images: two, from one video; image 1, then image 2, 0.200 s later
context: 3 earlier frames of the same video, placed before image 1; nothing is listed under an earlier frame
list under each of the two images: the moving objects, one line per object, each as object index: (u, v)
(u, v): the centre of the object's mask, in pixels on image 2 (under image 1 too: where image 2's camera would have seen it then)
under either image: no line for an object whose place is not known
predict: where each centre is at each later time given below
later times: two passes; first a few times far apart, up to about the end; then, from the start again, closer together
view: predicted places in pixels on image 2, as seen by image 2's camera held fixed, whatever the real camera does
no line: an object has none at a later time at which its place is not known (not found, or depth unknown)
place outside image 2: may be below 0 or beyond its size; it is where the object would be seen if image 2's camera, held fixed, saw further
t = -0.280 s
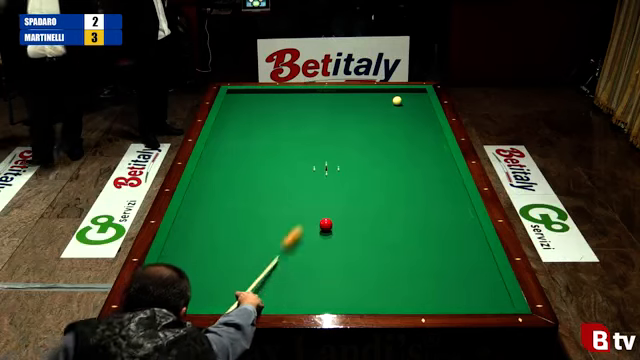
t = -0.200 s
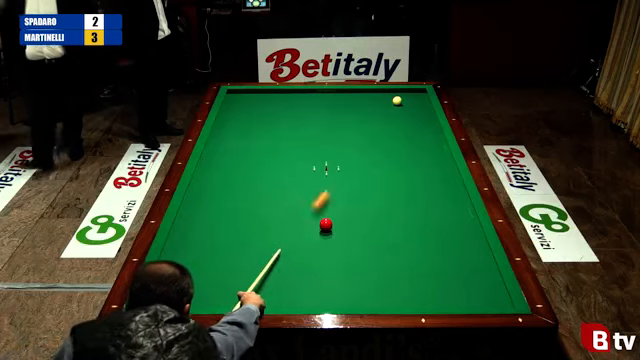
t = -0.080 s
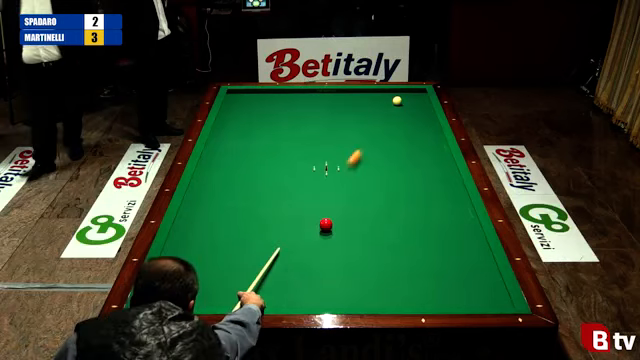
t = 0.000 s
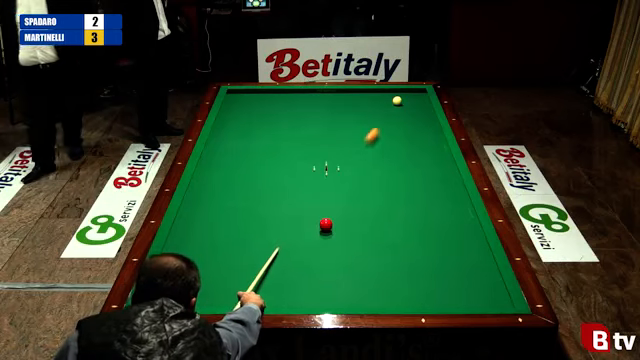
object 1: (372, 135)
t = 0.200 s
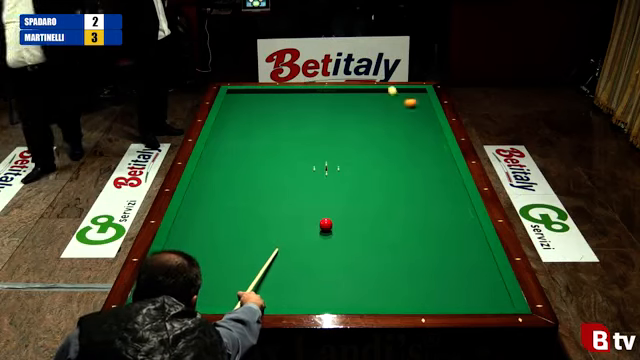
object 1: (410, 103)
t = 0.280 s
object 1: (425, 102)
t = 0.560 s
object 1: (384, 106)
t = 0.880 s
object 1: (347, 110)
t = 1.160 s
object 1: (313, 114)
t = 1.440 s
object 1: (280, 118)
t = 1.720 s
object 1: (246, 122)
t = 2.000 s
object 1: (220, 125)
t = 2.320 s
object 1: (240, 126)
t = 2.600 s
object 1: (255, 126)
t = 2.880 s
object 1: (270, 127)
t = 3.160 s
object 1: (284, 127)
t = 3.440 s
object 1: (298, 128)
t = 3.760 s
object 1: (313, 128)
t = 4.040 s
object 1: (326, 129)
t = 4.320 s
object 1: (338, 130)
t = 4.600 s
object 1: (349, 130)
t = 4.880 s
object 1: (361, 131)
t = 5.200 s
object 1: (373, 132)
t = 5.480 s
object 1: (383, 132)
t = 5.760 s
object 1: (393, 133)
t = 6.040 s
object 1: (402, 134)
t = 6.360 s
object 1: (411, 135)
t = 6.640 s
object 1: (419, 136)
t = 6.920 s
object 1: (426, 136)
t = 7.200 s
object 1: (433, 137)
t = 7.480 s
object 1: (439, 137)
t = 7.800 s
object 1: (436, 137)
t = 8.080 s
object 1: (434, 137)
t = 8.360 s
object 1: (431, 137)
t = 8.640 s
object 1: (430, 137)
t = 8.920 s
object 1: (429, 137)
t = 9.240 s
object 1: (428, 137)
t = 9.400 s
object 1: (428, 137)
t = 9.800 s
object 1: (427, 137)
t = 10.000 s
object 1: (427, 137)
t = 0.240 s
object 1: (419, 102)
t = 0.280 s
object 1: (425, 102)
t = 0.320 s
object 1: (419, 103)
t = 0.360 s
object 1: (413, 103)
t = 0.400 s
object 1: (406, 104)
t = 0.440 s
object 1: (400, 105)
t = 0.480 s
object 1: (394, 105)
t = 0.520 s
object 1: (389, 106)
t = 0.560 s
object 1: (384, 106)
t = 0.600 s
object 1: (379, 107)
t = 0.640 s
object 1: (375, 107)
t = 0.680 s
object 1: (370, 108)
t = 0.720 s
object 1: (365, 108)
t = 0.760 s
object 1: (361, 109)
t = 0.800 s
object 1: (356, 109)
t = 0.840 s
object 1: (352, 110)
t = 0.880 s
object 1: (347, 110)
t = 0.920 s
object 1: (342, 111)
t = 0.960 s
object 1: (337, 112)
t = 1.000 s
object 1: (332, 112)
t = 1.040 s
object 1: (328, 113)
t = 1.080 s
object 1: (323, 113)
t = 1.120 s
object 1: (318, 114)
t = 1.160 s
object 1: (313, 114)
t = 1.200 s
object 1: (309, 115)
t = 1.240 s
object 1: (304, 115)
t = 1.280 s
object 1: (299, 116)
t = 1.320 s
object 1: (294, 116)
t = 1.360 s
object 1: (289, 117)
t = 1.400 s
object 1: (284, 117)
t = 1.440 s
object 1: (280, 118)
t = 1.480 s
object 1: (275, 118)
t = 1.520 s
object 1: (270, 119)
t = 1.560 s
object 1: (265, 119)
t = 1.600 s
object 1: (261, 120)
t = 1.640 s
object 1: (256, 120)
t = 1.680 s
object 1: (251, 121)
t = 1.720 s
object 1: (246, 122)
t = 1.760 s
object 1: (241, 122)
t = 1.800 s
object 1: (237, 123)
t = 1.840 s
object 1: (232, 123)
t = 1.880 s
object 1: (227, 124)
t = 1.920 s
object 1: (222, 124)
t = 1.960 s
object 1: (218, 125)
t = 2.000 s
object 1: (220, 125)
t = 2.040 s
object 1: (223, 125)
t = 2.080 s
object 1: (227, 125)
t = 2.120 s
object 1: (229, 125)
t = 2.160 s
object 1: (231, 125)
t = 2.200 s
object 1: (233, 125)
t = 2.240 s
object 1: (236, 125)
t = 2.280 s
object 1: (238, 125)
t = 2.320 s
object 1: (240, 126)
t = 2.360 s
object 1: (242, 126)
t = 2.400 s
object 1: (245, 126)
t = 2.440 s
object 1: (247, 126)
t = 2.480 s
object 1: (249, 126)
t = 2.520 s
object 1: (251, 126)
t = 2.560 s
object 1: (253, 126)
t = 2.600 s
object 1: (255, 126)
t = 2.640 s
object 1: (257, 126)
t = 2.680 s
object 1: (260, 126)
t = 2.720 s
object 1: (261, 126)
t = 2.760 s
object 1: (264, 126)
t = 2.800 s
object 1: (266, 126)
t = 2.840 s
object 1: (268, 127)
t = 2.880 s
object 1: (270, 127)
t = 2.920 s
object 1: (272, 127)
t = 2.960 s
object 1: (274, 127)
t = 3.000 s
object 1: (276, 127)
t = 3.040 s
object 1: (278, 127)
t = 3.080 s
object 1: (280, 127)
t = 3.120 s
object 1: (282, 127)
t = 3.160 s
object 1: (284, 127)
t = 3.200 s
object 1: (286, 127)
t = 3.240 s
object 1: (288, 128)
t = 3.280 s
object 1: (290, 127)
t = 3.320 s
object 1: (292, 128)
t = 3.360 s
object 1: (294, 128)
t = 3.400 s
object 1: (296, 128)
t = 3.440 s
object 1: (298, 128)
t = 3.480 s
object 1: (300, 128)
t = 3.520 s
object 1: (301, 128)
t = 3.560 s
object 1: (304, 128)
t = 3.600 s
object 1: (305, 128)
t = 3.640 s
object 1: (307, 128)
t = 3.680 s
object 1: (309, 128)
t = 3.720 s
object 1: (311, 129)
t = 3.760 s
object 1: (313, 128)
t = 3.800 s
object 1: (314, 129)
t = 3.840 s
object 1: (316, 129)
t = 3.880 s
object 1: (318, 129)
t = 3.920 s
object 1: (320, 129)
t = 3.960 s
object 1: (322, 129)
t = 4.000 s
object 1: (324, 129)
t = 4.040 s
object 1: (326, 129)
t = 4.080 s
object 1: (327, 129)
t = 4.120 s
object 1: (329, 129)
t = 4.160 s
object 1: (331, 129)
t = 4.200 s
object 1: (332, 129)
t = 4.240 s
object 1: (334, 130)
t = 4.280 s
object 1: (336, 130)
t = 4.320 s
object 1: (338, 130)
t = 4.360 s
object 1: (339, 130)
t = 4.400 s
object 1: (341, 130)
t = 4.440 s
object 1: (343, 130)
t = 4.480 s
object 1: (344, 130)
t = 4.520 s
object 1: (346, 130)
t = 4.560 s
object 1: (348, 130)
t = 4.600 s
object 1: (349, 130)
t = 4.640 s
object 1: (351, 130)
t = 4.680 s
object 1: (353, 130)
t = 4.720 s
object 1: (354, 131)
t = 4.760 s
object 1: (356, 131)
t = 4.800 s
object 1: (358, 131)
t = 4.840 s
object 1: (359, 131)
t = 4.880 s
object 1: (361, 131)
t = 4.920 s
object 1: (362, 131)
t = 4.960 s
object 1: (364, 131)
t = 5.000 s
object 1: (365, 131)
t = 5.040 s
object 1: (367, 131)
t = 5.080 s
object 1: (368, 131)
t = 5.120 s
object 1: (370, 132)
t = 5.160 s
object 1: (372, 132)
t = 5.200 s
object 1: (373, 132)
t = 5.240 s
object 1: (374, 132)
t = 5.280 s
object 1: (376, 132)
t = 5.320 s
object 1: (377, 132)
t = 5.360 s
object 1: (379, 132)
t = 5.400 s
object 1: (380, 132)
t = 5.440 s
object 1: (381, 132)
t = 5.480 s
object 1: (383, 132)
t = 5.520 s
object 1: (384, 133)
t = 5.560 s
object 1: (386, 133)
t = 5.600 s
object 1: (387, 133)
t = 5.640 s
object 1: (389, 133)
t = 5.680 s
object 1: (390, 133)
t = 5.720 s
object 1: (391, 133)
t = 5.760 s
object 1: (393, 133)
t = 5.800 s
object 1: (394, 133)
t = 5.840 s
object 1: (395, 133)
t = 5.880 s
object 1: (397, 133)
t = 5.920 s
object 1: (398, 133)
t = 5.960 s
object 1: (399, 134)
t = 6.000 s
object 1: (400, 134)
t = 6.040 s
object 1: (402, 134)
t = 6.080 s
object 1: (403, 134)
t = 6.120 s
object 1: (404, 134)
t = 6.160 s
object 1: (405, 134)
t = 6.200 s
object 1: (406, 134)
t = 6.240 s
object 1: (408, 134)
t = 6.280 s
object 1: (409, 135)
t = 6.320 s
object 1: (410, 135)
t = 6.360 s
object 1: (411, 135)
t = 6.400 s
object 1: (413, 135)
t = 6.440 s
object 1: (414, 135)
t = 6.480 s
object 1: (415, 135)
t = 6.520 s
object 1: (416, 135)
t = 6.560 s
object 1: (417, 135)
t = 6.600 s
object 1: (418, 136)
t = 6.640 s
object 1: (419, 136)
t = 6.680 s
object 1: (420, 136)
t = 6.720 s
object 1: (421, 136)
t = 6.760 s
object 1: (422, 136)
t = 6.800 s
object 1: (423, 136)
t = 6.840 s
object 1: (425, 136)
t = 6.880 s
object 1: (425, 136)
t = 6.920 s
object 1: (426, 136)
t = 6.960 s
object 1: (427, 136)
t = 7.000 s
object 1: (428, 136)
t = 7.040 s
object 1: (429, 136)
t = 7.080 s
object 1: (430, 136)
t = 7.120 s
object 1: (431, 137)
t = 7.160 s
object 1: (432, 137)
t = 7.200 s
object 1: (433, 137)
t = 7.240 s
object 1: (434, 137)
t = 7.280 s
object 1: (435, 137)
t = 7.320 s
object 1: (436, 137)
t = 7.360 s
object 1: (437, 137)
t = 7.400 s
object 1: (437, 137)
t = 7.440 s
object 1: (439, 137)
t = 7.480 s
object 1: (439, 137)
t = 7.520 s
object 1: (440, 137)
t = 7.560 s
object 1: (439, 137)
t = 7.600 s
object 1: (439, 137)
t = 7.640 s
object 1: (438, 137)
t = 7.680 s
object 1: (438, 137)
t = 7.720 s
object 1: (437, 137)
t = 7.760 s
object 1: (437, 137)
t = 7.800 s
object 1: (436, 137)
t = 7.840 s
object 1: (436, 137)
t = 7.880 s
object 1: (436, 137)
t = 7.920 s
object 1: (435, 137)
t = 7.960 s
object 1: (435, 137)
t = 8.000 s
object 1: (435, 137)
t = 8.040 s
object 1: (434, 137)
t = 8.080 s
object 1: (434, 137)
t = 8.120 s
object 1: (434, 137)
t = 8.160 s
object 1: (433, 137)
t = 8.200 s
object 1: (433, 137)
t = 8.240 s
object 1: (433, 137)
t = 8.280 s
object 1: (432, 137)
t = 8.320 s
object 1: (432, 137)
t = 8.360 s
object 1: (431, 137)
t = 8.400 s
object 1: (431, 137)
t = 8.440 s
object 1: (431, 137)
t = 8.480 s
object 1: (431, 137)
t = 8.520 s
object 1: (431, 137)
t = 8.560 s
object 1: (431, 137)
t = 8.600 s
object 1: (430, 137)
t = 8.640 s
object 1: (430, 137)
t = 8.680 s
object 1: (430, 137)
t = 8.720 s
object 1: (430, 137)
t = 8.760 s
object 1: (430, 137)
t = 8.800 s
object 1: (429, 137)
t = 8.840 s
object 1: (429, 137)
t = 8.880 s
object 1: (429, 137)
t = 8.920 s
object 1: (429, 137)
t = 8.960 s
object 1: (429, 137)
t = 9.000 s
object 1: (428, 137)
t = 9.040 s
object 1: (429, 137)
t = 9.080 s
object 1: (428, 137)
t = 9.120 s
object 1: (428, 137)
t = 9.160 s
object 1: (428, 137)
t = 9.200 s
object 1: (428, 137)
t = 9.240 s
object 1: (428, 137)
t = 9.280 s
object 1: (428, 137)
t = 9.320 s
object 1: (428, 137)
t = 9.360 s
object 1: (428, 137)
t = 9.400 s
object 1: (428, 137)
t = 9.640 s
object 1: (427, 137)
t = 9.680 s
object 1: (427, 137)
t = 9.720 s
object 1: (427, 137)
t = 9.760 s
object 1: (427, 137)
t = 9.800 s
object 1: (427, 137)
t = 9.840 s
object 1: (427, 137)
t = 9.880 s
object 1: (427, 137)
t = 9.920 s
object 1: (427, 137)
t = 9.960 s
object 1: (427, 137)
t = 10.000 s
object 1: (427, 137)
